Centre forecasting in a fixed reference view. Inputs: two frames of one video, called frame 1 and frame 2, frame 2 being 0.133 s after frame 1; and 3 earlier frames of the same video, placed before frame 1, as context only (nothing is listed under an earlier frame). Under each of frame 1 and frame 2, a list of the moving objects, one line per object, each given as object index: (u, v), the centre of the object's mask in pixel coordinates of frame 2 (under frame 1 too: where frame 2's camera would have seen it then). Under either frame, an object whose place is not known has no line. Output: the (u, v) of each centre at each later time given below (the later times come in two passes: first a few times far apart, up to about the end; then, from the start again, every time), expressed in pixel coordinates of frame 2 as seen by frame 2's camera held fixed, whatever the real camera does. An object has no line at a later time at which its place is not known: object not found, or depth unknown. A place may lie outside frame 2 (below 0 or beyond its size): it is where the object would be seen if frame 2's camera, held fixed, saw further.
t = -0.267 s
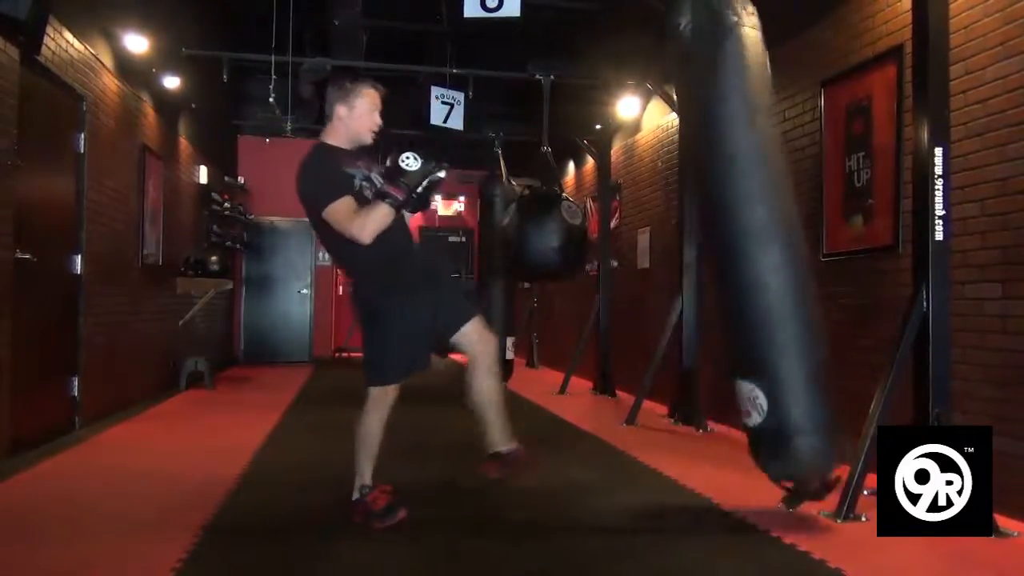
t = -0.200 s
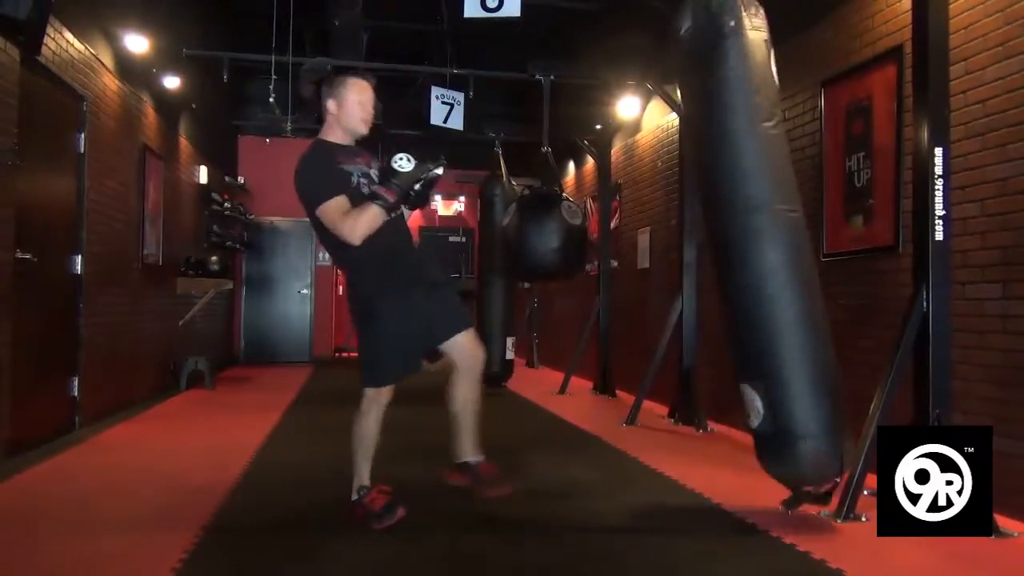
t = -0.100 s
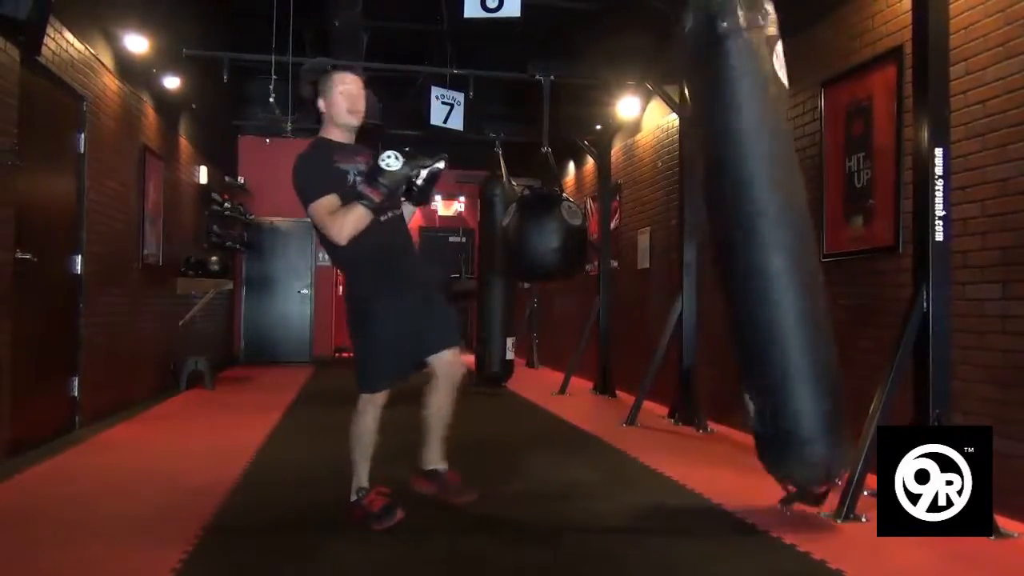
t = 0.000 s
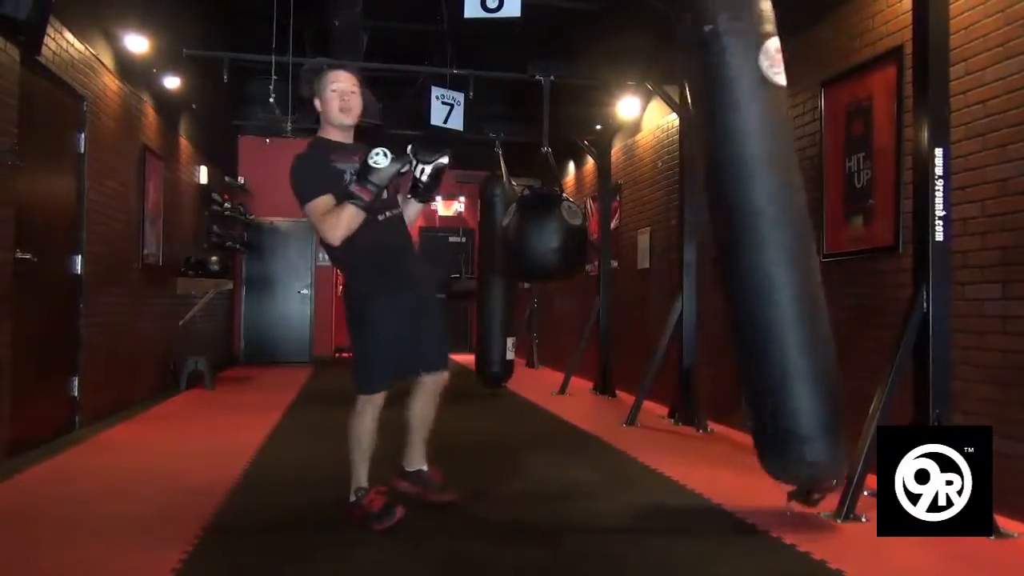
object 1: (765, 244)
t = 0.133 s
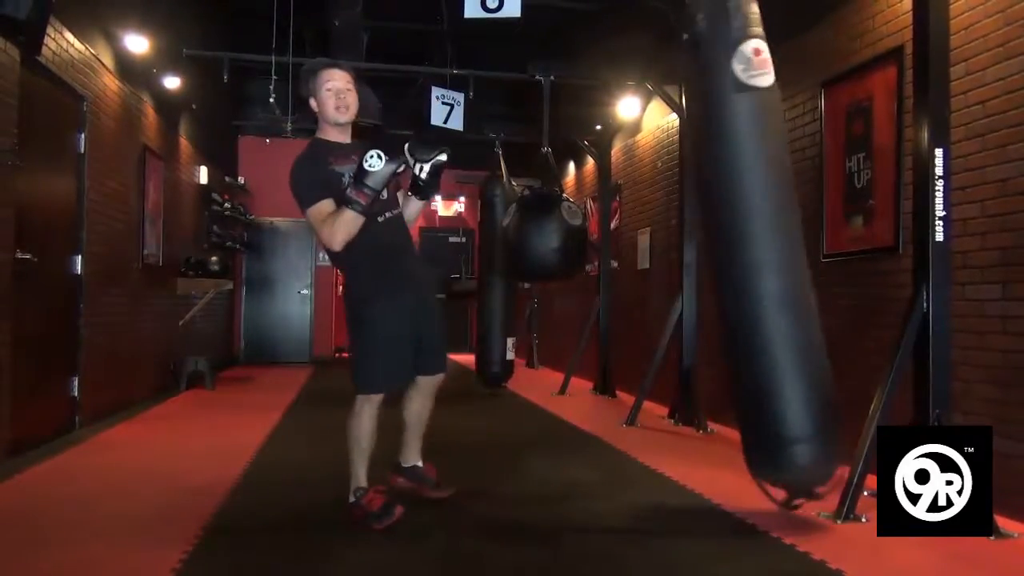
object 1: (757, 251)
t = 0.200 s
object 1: (752, 254)
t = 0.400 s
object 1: (719, 264)
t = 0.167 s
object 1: (754, 251)
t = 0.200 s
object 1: (752, 254)
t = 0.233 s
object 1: (747, 255)
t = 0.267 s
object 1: (741, 257)
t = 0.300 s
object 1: (737, 261)
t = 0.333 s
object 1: (730, 260)
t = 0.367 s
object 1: (726, 264)
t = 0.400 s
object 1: (719, 264)
